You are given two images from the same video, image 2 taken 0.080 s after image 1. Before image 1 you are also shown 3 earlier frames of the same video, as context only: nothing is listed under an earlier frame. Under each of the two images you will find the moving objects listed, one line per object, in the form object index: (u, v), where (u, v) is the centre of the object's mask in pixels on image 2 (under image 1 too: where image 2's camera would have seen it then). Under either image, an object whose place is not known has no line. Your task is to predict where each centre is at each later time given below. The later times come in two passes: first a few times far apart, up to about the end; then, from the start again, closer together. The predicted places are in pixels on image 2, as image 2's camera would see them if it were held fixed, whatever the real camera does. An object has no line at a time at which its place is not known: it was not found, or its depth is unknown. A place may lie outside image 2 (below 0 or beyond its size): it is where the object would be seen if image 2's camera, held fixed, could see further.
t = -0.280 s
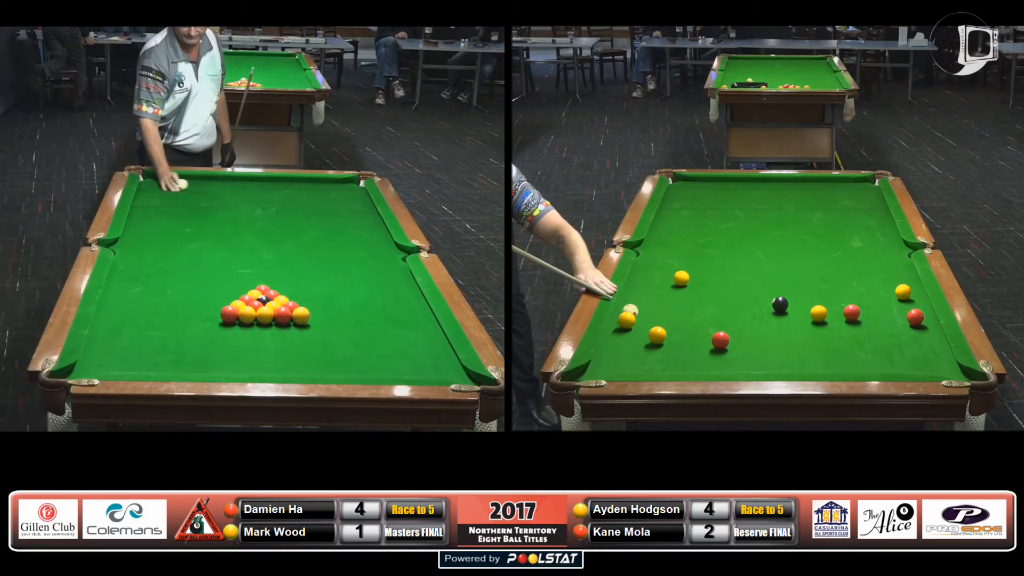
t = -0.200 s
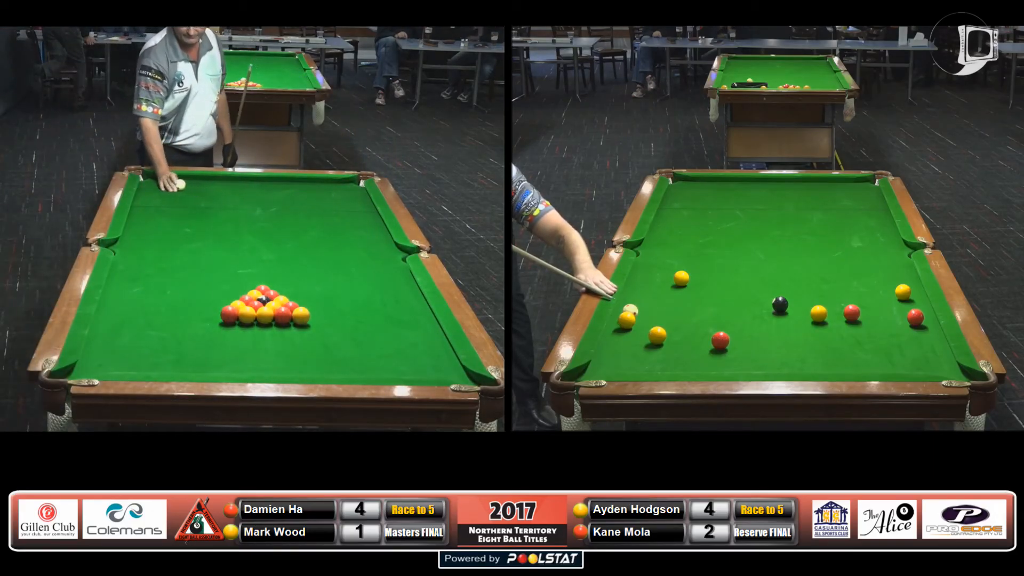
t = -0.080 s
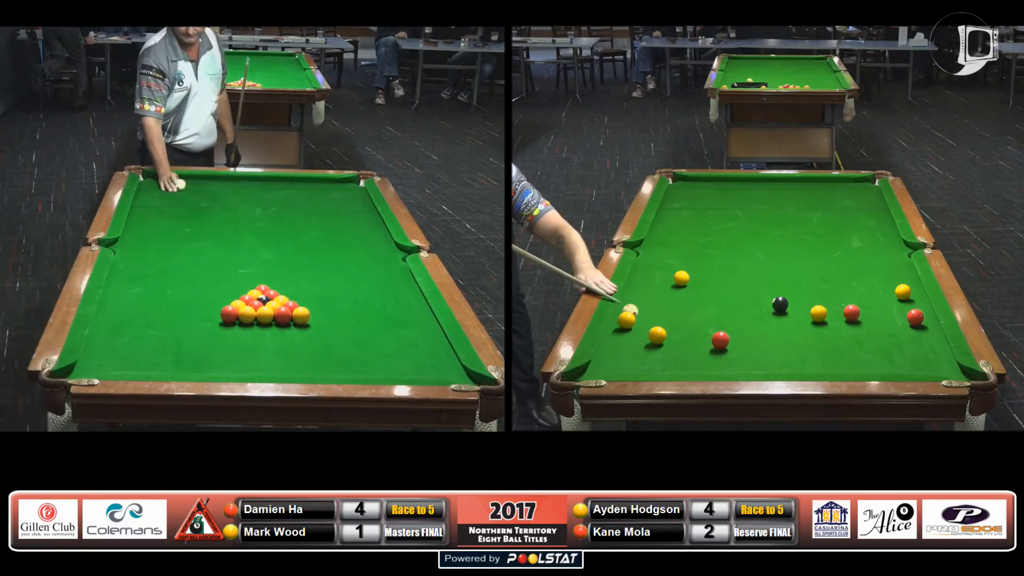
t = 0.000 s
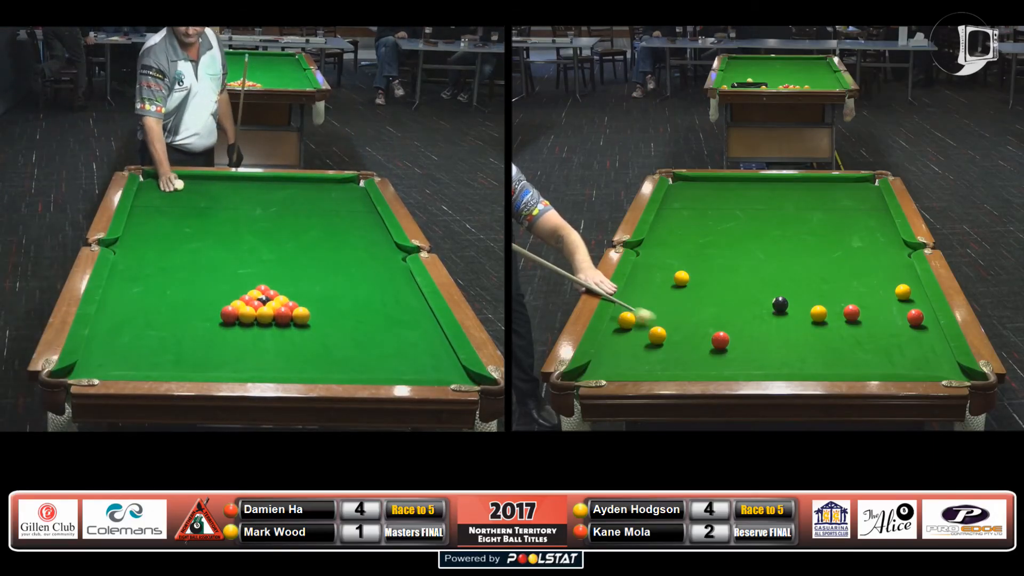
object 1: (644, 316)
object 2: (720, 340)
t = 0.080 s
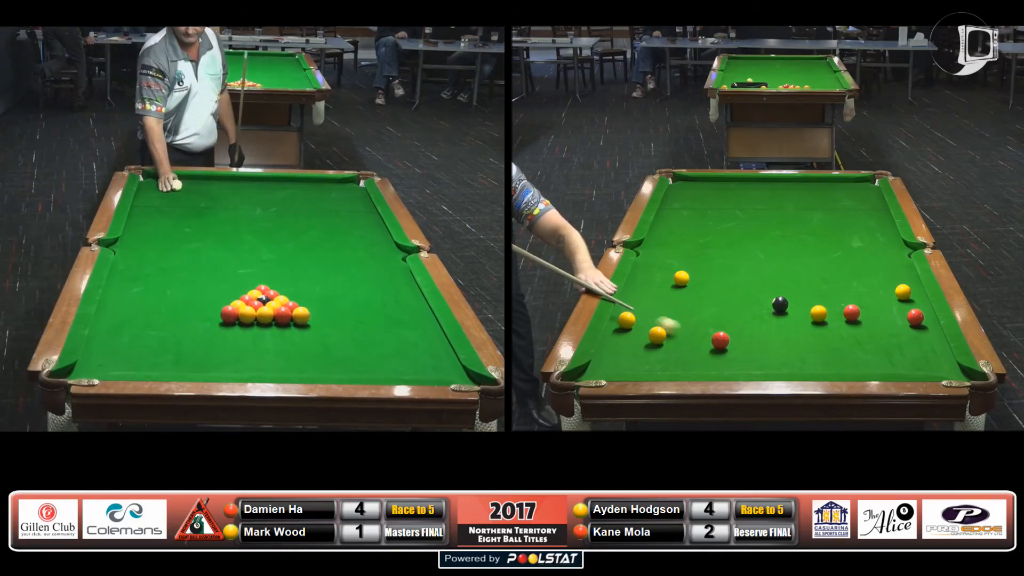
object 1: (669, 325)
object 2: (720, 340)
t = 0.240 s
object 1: (700, 344)
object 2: (734, 341)
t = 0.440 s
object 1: (703, 363)
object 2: (780, 345)
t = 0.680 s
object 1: (708, 362)
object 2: (830, 350)
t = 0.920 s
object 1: (714, 349)
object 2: (879, 355)
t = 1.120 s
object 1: (718, 340)
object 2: (917, 358)
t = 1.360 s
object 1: (721, 330)
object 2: (940, 363)
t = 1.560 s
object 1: (724, 322)
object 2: (923, 365)
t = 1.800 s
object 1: (727, 315)
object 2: (904, 367)
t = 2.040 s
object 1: (729, 309)
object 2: (887, 367)
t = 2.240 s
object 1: (730, 305)
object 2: (876, 366)
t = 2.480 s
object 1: (732, 301)
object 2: (864, 366)
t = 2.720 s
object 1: (734, 297)
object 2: (855, 365)
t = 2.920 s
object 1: (734, 295)
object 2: (849, 364)
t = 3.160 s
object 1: (734, 293)
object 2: (843, 364)
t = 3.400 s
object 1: (734, 293)
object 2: (840, 364)
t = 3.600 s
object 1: (734, 292)
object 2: (840, 364)
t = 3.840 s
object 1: (734, 292)
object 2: (840, 363)
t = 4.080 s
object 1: (734, 292)
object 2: (840, 364)
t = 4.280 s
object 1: (734, 292)
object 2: (840, 363)
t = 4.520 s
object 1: (734, 292)
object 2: (840, 364)
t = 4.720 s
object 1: (734, 292)
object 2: (840, 364)
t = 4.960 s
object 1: (734, 292)
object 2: (840, 364)
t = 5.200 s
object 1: (734, 292)
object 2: (840, 364)
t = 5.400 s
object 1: (734, 292)
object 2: (840, 364)
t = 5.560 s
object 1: (734, 292)
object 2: (840, 364)
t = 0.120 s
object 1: (680, 330)
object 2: (720, 340)
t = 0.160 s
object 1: (693, 334)
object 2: (720, 340)
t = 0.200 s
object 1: (702, 340)
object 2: (723, 340)
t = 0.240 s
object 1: (700, 344)
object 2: (734, 341)
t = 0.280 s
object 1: (700, 348)
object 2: (745, 342)
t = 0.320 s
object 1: (701, 351)
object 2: (755, 343)
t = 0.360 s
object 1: (702, 355)
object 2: (763, 344)
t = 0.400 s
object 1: (702, 359)
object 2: (772, 344)
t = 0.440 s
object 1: (703, 363)
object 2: (780, 345)
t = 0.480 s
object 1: (703, 365)
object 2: (789, 346)
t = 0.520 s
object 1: (704, 368)
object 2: (797, 347)
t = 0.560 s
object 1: (705, 367)
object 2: (805, 347)
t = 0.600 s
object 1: (706, 365)
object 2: (814, 348)
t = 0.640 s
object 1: (707, 364)
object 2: (822, 349)
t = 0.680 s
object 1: (708, 362)
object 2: (830, 350)
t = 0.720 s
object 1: (709, 360)
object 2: (838, 351)
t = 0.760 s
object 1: (710, 358)
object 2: (846, 351)
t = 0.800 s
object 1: (711, 355)
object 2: (854, 352)
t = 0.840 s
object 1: (712, 353)
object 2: (863, 353)
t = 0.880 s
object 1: (713, 351)
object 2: (871, 354)
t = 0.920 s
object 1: (714, 349)
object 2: (879, 355)
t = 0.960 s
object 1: (715, 347)
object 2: (886, 355)
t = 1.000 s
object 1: (716, 345)
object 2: (894, 356)
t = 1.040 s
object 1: (716, 343)
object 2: (902, 357)
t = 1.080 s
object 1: (717, 341)
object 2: (910, 358)
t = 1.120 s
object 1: (718, 340)
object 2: (917, 358)
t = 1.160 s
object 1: (718, 338)
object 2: (925, 359)
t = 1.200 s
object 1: (719, 336)
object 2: (933, 360)
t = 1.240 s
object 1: (720, 334)
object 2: (940, 361)
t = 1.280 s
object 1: (720, 333)
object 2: (946, 362)
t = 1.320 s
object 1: (721, 331)
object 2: (944, 362)
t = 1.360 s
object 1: (721, 330)
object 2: (940, 363)
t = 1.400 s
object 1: (722, 328)
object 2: (937, 363)
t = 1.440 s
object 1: (722, 327)
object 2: (933, 364)
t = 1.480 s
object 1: (723, 325)
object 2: (929, 364)
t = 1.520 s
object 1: (723, 324)
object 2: (926, 364)
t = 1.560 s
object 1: (724, 322)
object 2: (923, 365)
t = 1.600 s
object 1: (725, 321)
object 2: (919, 365)
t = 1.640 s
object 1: (725, 320)
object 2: (916, 366)
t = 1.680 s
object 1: (725, 319)
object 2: (913, 366)
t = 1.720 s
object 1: (726, 318)
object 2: (910, 366)
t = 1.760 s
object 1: (726, 316)
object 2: (907, 366)
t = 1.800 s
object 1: (727, 315)
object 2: (904, 367)
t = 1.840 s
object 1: (727, 314)
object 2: (901, 367)
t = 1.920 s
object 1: (728, 312)
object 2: (895, 367)
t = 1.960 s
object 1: (728, 311)
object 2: (892, 368)
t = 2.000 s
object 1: (728, 310)
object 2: (890, 368)
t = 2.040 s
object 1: (729, 309)
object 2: (887, 367)
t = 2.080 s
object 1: (729, 308)
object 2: (885, 367)
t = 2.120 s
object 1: (729, 307)
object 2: (883, 367)
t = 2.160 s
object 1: (730, 306)
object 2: (880, 367)
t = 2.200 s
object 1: (730, 306)
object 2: (878, 367)
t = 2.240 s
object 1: (730, 305)
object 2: (876, 366)
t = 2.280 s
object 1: (731, 304)
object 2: (874, 366)
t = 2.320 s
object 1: (731, 303)
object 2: (872, 366)
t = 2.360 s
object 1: (731, 302)
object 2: (870, 366)
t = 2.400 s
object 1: (732, 302)
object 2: (868, 366)
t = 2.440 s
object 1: (732, 301)
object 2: (866, 366)
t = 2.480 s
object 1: (732, 301)
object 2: (864, 366)
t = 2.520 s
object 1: (732, 300)
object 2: (862, 365)
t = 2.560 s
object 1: (733, 299)
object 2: (861, 365)
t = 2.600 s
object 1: (733, 299)
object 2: (859, 365)
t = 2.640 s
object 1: (733, 298)
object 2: (858, 365)
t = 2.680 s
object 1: (733, 298)
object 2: (856, 365)
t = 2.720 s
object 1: (734, 297)
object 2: (855, 365)
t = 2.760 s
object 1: (734, 297)
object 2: (854, 365)
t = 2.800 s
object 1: (734, 296)
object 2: (852, 365)
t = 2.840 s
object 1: (734, 296)
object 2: (851, 364)
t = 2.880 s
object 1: (734, 295)
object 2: (850, 364)
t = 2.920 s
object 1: (734, 295)
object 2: (849, 364)
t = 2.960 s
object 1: (734, 295)
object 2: (848, 364)
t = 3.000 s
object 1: (734, 294)
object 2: (847, 364)
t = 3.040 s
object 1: (734, 294)
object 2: (846, 364)
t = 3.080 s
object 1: (734, 294)
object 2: (845, 364)
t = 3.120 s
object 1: (734, 293)
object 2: (844, 364)
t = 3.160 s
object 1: (734, 293)
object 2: (843, 364)
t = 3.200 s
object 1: (734, 293)
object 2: (843, 364)
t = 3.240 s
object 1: (734, 293)
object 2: (842, 364)
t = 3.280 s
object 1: (734, 293)
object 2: (842, 364)
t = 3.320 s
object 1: (734, 293)
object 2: (841, 364)
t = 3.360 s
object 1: (734, 293)
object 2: (841, 364)
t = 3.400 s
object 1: (734, 293)
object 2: (840, 364)
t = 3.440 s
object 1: (734, 292)
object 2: (840, 364)
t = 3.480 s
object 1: (734, 292)
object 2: (840, 364)
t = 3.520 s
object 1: (734, 292)
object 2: (840, 364)
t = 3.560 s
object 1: (734, 292)
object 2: (840, 364)
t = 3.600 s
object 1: (734, 292)
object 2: (840, 364)
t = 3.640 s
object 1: (734, 292)
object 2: (840, 364)
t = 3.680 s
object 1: (734, 292)
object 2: (840, 364)
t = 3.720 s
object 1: (734, 292)
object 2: (840, 364)
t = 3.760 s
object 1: (734, 292)
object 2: (840, 364)
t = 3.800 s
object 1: (734, 292)
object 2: (840, 363)
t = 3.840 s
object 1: (734, 292)
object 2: (840, 363)
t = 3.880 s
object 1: (734, 292)
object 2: (840, 363)
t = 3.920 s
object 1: (734, 292)
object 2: (840, 363)
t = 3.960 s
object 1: (734, 292)
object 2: (840, 364)
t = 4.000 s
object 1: (734, 292)
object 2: (840, 363)
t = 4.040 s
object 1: (734, 292)
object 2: (840, 364)
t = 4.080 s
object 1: (734, 292)
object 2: (840, 364)
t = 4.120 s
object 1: (734, 292)
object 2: (840, 364)
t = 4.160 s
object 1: (734, 292)
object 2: (840, 364)
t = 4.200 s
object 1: (734, 292)
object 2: (840, 364)
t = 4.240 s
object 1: (734, 292)
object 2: (840, 363)
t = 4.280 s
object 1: (734, 292)
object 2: (840, 363)
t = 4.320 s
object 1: (734, 292)
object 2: (840, 363)
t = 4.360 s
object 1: (734, 292)
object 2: (840, 364)
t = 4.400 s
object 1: (734, 292)
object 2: (840, 364)
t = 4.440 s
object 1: (734, 292)
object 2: (840, 364)
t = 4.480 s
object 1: (734, 292)
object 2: (840, 364)
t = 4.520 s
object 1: (734, 292)
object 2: (840, 364)
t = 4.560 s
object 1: (734, 292)
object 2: (840, 364)
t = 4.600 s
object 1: (734, 292)
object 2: (840, 364)
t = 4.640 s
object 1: (734, 292)
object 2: (840, 364)
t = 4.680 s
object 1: (734, 292)
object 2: (840, 364)
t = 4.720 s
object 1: (734, 292)
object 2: (840, 364)
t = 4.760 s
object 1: (734, 292)
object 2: (840, 364)
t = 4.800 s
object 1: (734, 292)
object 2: (840, 363)
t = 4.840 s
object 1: (734, 292)
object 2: (840, 363)
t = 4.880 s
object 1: (734, 292)
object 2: (840, 363)
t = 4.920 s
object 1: (734, 292)
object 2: (840, 363)
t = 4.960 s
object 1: (734, 292)
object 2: (840, 364)
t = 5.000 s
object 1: (734, 292)
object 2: (840, 364)
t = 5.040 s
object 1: (734, 292)
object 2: (840, 364)
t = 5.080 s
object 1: (734, 292)
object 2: (840, 364)
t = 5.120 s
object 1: (734, 292)
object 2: (840, 364)
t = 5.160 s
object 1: (734, 292)
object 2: (840, 363)
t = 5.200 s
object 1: (734, 292)
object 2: (840, 364)
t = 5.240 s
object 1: (734, 292)
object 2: (840, 363)
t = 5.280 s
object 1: (734, 292)
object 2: (840, 364)
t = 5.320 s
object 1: (734, 292)
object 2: (840, 363)
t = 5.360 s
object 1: (734, 292)
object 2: (840, 363)
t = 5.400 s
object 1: (734, 292)
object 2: (840, 364)
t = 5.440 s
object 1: (734, 292)
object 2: (840, 363)
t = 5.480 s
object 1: (734, 292)
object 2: (840, 364)
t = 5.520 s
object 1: (734, 292)
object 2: (840, 364)
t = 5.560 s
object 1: (734, 292)
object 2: (840, 364)
